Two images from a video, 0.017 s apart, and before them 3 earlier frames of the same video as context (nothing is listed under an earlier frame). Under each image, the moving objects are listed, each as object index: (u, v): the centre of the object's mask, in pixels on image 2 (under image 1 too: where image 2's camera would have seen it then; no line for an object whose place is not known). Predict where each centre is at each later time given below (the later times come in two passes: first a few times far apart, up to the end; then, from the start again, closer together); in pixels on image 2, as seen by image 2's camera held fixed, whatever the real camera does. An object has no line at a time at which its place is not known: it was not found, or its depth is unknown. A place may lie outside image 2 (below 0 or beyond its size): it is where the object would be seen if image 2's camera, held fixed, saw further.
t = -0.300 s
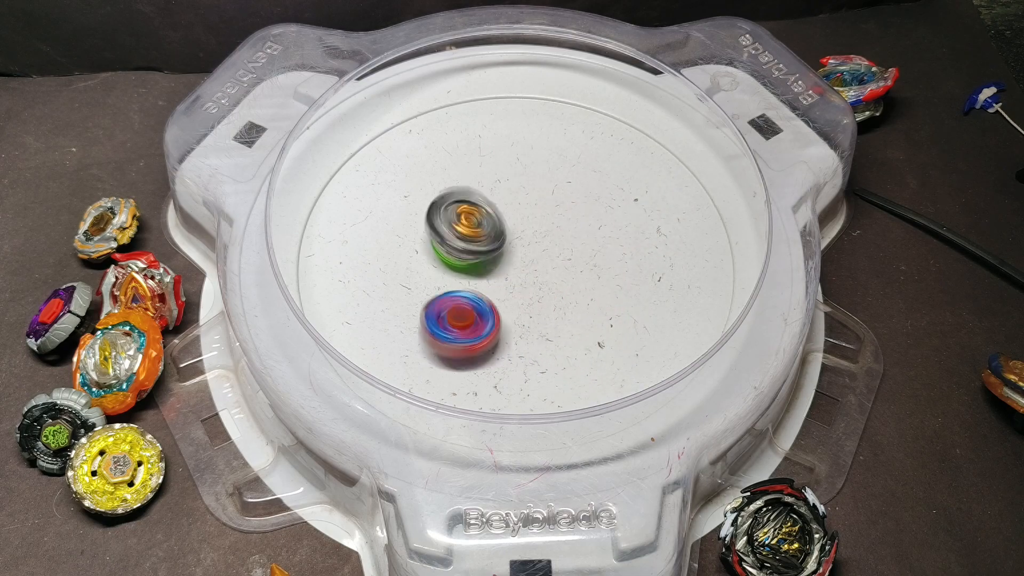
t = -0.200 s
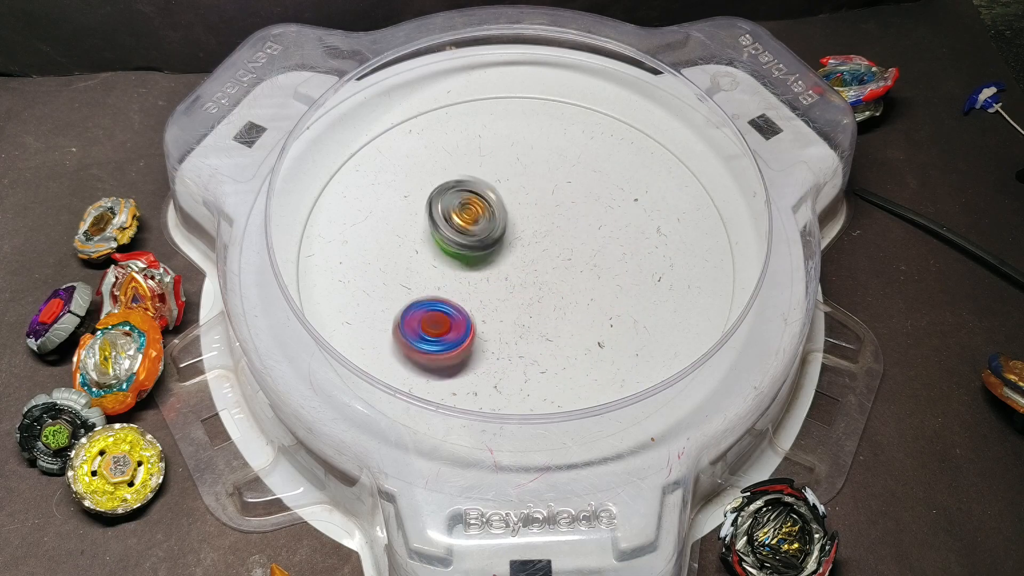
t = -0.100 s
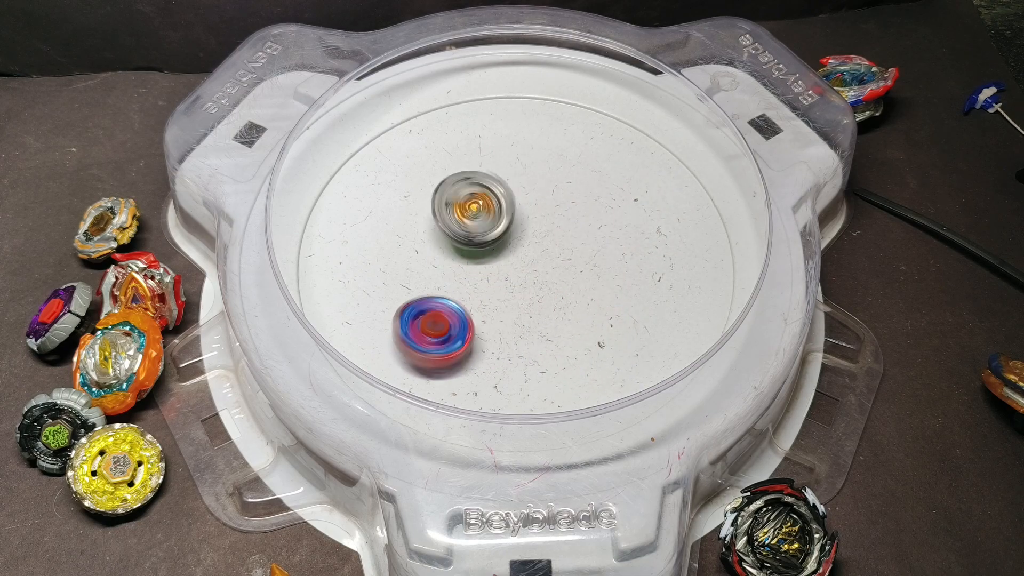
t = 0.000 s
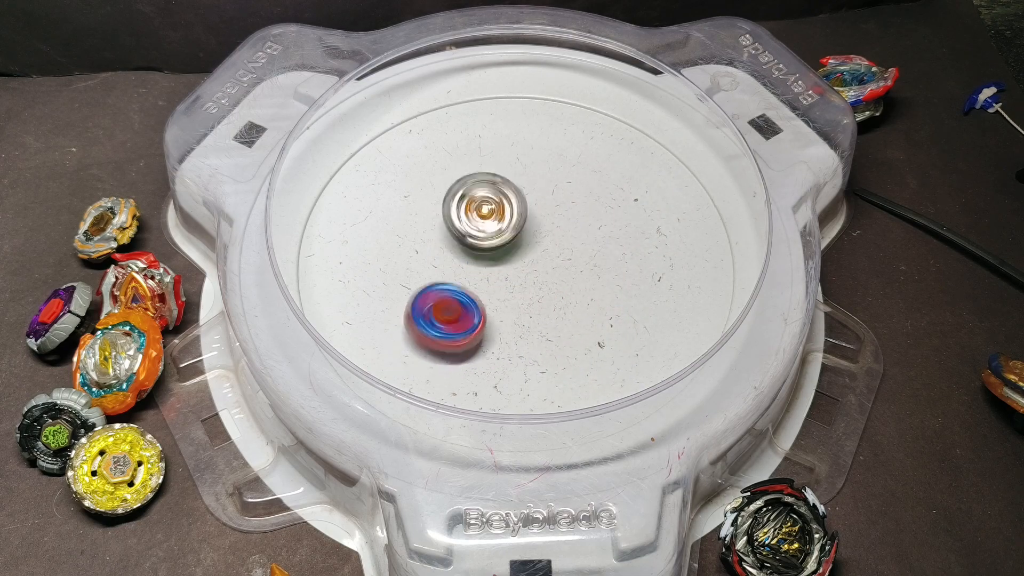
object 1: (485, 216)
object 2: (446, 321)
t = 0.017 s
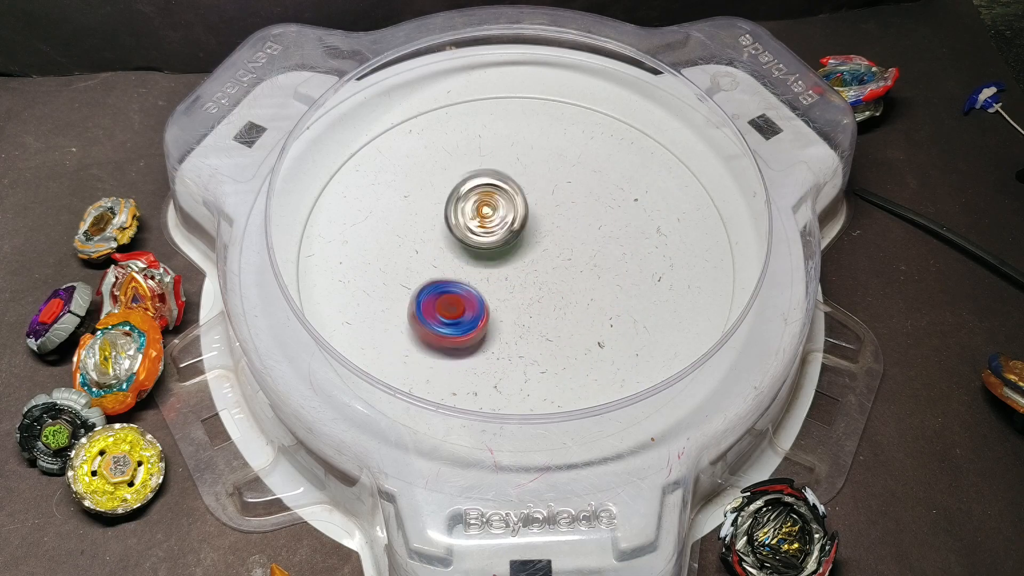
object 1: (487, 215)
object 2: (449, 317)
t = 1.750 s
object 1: (512, 246)
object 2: (563, 322)
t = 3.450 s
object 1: (446, 189)
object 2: (546, 271)
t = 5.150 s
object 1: (447, 188)
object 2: (547, 235)
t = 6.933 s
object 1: (443, 191)
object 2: (514, 240)
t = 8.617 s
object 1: (443, 193)
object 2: (540, 250)
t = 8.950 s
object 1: (442, 192)
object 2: (497, 250)
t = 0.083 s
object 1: (496, 220)
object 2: (458, 298)
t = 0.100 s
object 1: (497, 222)
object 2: (460, 294)
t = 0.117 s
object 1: (501, 224)
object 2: (461, 289)
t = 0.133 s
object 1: (507, 220)
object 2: (457, 289)
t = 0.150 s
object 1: (516, 218)
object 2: (454, 289)
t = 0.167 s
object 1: (520, 216)
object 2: (452, 287)
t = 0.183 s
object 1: (526, 216)
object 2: (451, 284)
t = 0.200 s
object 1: (528, 217)
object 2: (450, 281)
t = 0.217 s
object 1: (535, 216)
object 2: (448, 277)
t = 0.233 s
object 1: (540, 219)
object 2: (447, 273)
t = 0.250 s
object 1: (546, 220)
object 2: (445, 269)
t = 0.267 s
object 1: (548, 224)
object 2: (444, 265)
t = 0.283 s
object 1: (555, 224)
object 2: (443, 262)
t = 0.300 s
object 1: (560, 226)
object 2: (441, 258)
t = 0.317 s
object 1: (564, 229)
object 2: (439, 255)
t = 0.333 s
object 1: (564, 233)
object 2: (438, 251)
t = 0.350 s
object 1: (570, 234)
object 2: (436, 248)
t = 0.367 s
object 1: (575, 236)
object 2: (434, 245)
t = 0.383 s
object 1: (579, 241)
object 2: (432, 242)
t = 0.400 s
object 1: (578, 245)
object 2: (431, 240)
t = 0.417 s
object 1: (582, 248)
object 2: (430, 238)
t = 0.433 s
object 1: (586, 252)
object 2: (430, 237)
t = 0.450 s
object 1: (590, 255)
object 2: (429, 236)
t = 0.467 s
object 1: (590, 260)
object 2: (430, 235)
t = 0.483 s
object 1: (589, 263)
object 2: (430, 234)
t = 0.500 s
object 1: (591, 267)
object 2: (431, 233)
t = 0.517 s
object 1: (592, 269)
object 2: (432, 233)
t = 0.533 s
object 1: (593, 274)
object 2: (434, 231)
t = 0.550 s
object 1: (589, 278)
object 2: (435, 232)
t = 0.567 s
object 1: (589, 280)
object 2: (437, 232)
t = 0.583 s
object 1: (585, 284)
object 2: (440, 232)
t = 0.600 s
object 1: (585, 286)
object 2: (442, 232)
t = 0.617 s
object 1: (579, 291)
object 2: (445, 232)
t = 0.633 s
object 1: (578, 292)
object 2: (449, 233)
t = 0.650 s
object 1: (574, 295)
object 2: (454, 232)
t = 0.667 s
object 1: (571, 297)
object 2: (457, 233)
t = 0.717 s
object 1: (558, 302)
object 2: (472, 231)
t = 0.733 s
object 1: (551, 305)
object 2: (477, 230)
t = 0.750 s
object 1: (549, 306)
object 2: (483, 229)
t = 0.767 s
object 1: (542, 307)
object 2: (487, 228)
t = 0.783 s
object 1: (539, 306)
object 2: (492, 227)
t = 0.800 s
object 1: (533, 307)
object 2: (497, 225)
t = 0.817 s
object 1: (527, 307)
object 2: (502, 223)
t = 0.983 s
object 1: (473, 286)
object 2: (542, 203)
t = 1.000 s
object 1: (466, 283)
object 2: (544, 201)
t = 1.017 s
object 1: (465, 279)
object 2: (546, 199)
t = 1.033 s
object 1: (461, 276)
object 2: (547, 198)
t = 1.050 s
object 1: (457, 271)
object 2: (549, 196)
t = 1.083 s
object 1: (453, 263)
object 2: (551, 194)
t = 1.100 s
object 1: (453, 258)
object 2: (551, 194)
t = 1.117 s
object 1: (450, 255)
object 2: (552, 194)
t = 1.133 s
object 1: (451, 250)
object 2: (552, 194)
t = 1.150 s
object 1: (451, 247)
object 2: (552, 194)
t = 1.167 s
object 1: (448, 240)
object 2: (553, 195)
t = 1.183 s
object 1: (450, 236)
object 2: (553, 195)
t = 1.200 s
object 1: (450, 234)
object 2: (553, 197)
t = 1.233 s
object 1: (454, 225)
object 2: (552, 198)
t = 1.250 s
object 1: (453, 220)
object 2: (550, 200)
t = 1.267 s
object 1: (458, 217)
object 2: (550, 203)
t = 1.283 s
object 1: (460, 217)
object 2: (549, 205)
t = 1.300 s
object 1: (464, 214)
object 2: (548, 208)
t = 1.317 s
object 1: (467, 212)
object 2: (547, 211)
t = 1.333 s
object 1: (468, 208)
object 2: (546, 214)
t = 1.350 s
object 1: (470, 202)
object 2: (548, 219)
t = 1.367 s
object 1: (470, 201)
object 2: (550, 224)
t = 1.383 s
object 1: (470, 198)
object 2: (551, 228)
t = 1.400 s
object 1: (473, 198)
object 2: (551, 233)
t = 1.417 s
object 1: (471, 197)
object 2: (550, 237)
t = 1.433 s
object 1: (472, 195)
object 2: (551, 243)
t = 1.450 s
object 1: (473, 194)
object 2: (551, 247)
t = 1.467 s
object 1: (474, 194)
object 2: (551, 252)
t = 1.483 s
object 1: (477, 194)
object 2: (551, 256)
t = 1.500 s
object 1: (479, 198)
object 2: (551, 261)
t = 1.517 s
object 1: (478, 199)
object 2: (552, 265)
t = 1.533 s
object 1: (480, 201)
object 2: (553, 269)
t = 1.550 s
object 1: (481, 203)
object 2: (553, 274)
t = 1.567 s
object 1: (486, 203)
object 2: (553, 278)
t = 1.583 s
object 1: (491, 206)
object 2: (554, 282)
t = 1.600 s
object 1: (491, 209)
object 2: (555, 287)
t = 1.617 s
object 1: (492, 212)
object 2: (555, 291)
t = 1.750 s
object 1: (512, 246)
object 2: (563, 322)
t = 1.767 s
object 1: (515, 249)
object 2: (565, 325)
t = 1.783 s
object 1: (514, 256)
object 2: (567, 327)
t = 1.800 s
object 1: (513, 261)
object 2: (568, 330)
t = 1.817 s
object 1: (517, 263)
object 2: (570, 330)
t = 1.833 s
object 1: (517, 269)
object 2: (572, 331)
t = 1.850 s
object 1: (516, 273)
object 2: (573, 331)
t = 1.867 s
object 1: (517, 275)
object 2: (574, 332)
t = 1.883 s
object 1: (515, 279)
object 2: (574, 330)
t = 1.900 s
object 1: (513, 283)
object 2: (576, 331)
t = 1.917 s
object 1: (513, 285)
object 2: (577, 332)
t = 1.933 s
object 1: (512, 287)
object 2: (578, 333)
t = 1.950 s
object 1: (508, 290)
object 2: (578, 333)
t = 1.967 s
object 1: (509, 290)
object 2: (579, 332)
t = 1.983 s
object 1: (508, 291)
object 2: (578, 331)
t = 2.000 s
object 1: (504, 292)
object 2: (577, 330)
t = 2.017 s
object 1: (503, 290)
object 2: (576, 329)
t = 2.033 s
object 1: (503, 290)
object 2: (574, 327)
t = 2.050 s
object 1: (499, 290)
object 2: (573, 325)
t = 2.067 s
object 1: (494, 286)
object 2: (574, 326)
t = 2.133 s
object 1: (461, 266)
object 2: (581, 333)
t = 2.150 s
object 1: (453, 261)
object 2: (582, 332)
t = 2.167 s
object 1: (447, 258)
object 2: (582, 333)
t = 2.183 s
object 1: (440, 255)
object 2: (582, 332)
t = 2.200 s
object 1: (432, 251)
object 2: (581, 331)
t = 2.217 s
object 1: (424, 247)
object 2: (581, 330)
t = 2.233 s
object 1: (419, 244)
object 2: (580, 328)
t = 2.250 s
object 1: (415, 242)
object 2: (577, 327)
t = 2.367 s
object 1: (396, 236)
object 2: (557, 310)
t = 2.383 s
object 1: (395, 236)
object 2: (553, 307)
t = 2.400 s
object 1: (395, 235)
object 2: (549, 305)
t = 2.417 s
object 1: (395, 235)
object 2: (545, 303)
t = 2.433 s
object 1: (395, 233)
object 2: (542, 300)
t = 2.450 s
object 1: (396, 233)
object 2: (539, 298)
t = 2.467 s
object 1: (397, 232)
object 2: (535, 294)
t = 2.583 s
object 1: (414, 233)
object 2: (512, 271)
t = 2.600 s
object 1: (420, 229)
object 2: (510, 268)
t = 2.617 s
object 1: (427, 229)
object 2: (507, 266)
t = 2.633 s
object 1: (432, 228)
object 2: (506, 263)
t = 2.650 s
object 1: (436, 223)
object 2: (509, 265)
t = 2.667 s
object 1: (440, 222)
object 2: (510, 264)
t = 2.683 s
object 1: (443, 219)
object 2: (511, 261)
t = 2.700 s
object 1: (444, 214)
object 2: (512, 261)
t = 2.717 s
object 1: (445, 210)
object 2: (514, 258)
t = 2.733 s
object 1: (445, 206)
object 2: (516, 255)
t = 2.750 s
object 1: (445, 203)
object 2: (517, 252)
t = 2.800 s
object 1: (442, 191)
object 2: (520, 244)
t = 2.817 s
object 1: (441, 189)
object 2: (521, 241)
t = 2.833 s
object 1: (441, 187)
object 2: (521, 239)
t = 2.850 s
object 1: (440, 187)
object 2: (521, 237)
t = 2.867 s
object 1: (439, 186)
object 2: (520, 234)
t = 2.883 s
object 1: (439, 187)
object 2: (519, 232)
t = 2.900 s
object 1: (438, 187)
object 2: (519, 230)
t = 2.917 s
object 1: (437, 188)
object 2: (518, 229)
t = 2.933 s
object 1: (435, 188)
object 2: (517, 228)
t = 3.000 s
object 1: (426, 188)
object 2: (514, 224)
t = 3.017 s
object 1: (425, 187)
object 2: (513, 224)
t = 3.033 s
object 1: (426, 188)
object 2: (512, 223)
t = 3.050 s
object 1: (427, 189)
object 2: (511, 221)
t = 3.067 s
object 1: (430, 190)
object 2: (510, 224)
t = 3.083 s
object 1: (433, 191)
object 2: (509, 224)
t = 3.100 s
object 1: (435, 191)
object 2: (509, 226)
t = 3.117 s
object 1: (437, 191)
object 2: (511, 228)
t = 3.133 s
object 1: (438, 190)
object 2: (512, 231)
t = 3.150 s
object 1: (441, 190)
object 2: (513, 232)
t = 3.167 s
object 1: (443, 189)
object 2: (514, 234)
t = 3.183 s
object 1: (445, 189)
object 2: (516, 236)
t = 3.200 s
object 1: (447, 188)
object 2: (518, 239)
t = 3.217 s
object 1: (448, 186)
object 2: (520, 241)
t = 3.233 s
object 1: (449, 185)
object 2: (522, 243)
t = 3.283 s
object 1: (450, 182)
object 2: (527, 249)
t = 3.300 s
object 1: (450, 182)
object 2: (529, 252)
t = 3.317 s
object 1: (450, 181)
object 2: (532, 254)
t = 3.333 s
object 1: (450, 182)
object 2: (533, 257)
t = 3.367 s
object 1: (450, 183)
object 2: (536, 260)
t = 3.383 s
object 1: (450, 184)
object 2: (538, 262)
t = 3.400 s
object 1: (449, 185)
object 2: (541, 265)
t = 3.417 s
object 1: (449, 187)
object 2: (543, 267)
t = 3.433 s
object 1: (447, 188)
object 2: (544, 269)
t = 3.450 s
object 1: (446, 189)
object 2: (546, 271)
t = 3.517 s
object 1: (438, 191)
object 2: (554, 278)
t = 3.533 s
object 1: (437, 191)
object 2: (556, 280)
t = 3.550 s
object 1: (436, 191)
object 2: (558, 281)
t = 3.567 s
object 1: (436, 191)
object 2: (559, 282)
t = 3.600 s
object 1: (438, 191)
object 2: (562, 285)
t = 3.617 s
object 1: (440, 191)
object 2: (563, 283)
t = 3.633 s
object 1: (441, 191)
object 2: (564, 285)
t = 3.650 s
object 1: (443, 190)
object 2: (566, 286)
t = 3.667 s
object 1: (445, 189)
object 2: (566, 286)
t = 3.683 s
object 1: (447, 188)
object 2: (567, 286)
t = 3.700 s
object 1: (448, 186)
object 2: (567, 287)
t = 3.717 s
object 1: (450, 186)
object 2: (567, 284)
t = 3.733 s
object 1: (450, 185)
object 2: (567, 284)
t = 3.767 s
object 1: (451, 183)
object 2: (566, 285)
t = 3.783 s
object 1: (451, 183)
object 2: (565, 285)
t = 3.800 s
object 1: (451, 182)
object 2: (564, 285)
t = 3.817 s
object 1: (451, 183)
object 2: (562, 281)
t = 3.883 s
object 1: (450, 186)
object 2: (556, 281)
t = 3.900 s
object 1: (449, 187)
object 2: (554, 280)
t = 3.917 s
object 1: (448, 187)
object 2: (551, 277)
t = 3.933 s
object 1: (446, 189)
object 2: (548, 277)
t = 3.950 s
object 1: (444, 190)
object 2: (544, 278)
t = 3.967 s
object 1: (442, 191)
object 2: (541, 277)
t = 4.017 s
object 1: (438, 191)
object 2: (532, 274)
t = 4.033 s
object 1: (437, 191)
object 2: (528, 273)
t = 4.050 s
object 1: (437, 191)
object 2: (525, 275)
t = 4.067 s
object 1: (437, 191)
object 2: (521, 272)
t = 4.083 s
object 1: (438, 191)
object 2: (519, 271)
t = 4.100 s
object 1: (439, 191)
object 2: (517, 272)
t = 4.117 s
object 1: (441, 191)
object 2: (513, 271)
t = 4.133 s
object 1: (443, 190)
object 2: (509, 271)
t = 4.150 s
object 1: (445, 189)
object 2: (506, 271)
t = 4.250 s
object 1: (451, 184)
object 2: (488, 270)
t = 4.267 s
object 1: (451, 183)
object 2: (484, 269)
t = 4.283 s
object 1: (451, 183)
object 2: (482, 269)
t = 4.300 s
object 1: (451, 183)
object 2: (480, 272)
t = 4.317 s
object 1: (451, 183)
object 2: (477, 270)
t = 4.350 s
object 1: (450, 184)
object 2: (472, 270)
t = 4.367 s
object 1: (450, 185)
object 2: (471, 273)
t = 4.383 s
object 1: (449, 186)
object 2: (469, 272)
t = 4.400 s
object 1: (448, 188)
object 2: (468, 273)
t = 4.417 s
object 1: (447, 189)
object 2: (466, 274)
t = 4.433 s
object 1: (445, 190)
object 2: (466, 274)
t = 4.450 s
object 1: (443, 190)
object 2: (464, 272)
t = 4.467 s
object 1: (442, 191)
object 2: (465, 274)
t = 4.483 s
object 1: (440, 191)
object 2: (464, 275)
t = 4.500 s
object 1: (439, 191)
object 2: (464, 275)
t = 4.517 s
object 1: (438, 191)
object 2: (465, 275)
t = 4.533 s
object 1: (438, 191)
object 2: (465, 276)
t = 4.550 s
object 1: (438, 191)
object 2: (466, 273)
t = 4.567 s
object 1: (439, 191)
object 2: (467, 274)
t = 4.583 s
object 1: (440, 191)
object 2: (469, 275)
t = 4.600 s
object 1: (441, 191)
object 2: (470, 275)
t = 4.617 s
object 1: (443, 190)
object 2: (472, 275)
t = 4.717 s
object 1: (450, 185)
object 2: (484, 273)
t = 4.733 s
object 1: (450, 184)
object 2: (486, 272)
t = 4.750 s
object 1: (451, 183)
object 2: (489, 272)
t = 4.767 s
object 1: (451, 183)
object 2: (493, 271)
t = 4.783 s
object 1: (451, 183)
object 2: (496, 269)
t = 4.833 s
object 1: (450, 185)
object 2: (504, 266)
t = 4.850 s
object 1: (450, 185)
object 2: (506, 265)
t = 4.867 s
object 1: (449, 186)
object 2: (509, 264)
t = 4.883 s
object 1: (449, 187)
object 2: (513, 262)
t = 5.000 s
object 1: (439, 191)
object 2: (531, 250)
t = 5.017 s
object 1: (439, 191)
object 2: (533, 250)
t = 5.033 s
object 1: (439, 191)
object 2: (536, 248)
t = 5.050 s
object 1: (439, 191)
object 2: (537, 247)
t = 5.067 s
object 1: (440, 191)
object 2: (539, 245)
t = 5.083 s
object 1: (441, 191)
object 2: (541, 243)
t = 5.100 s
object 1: (443, 191)
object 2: (543, 240)
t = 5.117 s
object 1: (444, 190)
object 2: (545, 239)
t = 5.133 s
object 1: (446, 189)
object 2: (546, 237)
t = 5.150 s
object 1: (447, 188)
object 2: (547, 235)
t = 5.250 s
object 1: (451, 183)
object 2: (546, 226)
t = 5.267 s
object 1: (451, 183)
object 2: (545, 225)
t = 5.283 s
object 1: (451, 183)
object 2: (543, 225)
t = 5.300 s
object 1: (451, 184)
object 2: (542, 225)
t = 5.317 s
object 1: (450, 185)
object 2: (540, 225)
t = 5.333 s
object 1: (450, 186)
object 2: (538, 225)
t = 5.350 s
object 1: (450, 187)
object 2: (538, 225)
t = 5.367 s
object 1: (449, 188)
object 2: (537, 226)
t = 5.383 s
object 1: (448, 188)
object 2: (536, 226)
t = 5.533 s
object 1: (440, 191)
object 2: (518, 235)
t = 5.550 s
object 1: (440, 191)
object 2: (516, 235)
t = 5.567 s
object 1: (441, 191)
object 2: (516, 239)
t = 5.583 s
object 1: (443, 190)
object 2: (514, 241)
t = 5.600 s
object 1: (444, 190)
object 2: (511, 243)
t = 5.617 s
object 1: (446, 189)
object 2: (510, 246)
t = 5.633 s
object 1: (447, 189)
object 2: (507, 248)
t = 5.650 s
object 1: (448, 187)
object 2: (506, 250)
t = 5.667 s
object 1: (449, 187)
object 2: (503, 248)
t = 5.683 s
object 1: (450, 185)
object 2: (503, 250)
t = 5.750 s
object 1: (451, 184)
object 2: (497, 263)
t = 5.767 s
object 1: (451, 184)
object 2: (496, 266)
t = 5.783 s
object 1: (451, 185)
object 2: (494, 265)
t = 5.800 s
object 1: (451, 185)
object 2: (494, 270)
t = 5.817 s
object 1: (450, 186)
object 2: (494, 272)
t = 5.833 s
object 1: (450, 186)
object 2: (493, 274)
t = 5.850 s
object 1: (449, 187)
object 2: (492, 277)
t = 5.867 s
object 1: (448, 188)
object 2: (491, 280)
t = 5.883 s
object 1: (447, 188)
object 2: (491, 282)
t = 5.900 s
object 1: (446, 190)
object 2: (490, 282)
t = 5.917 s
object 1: (444, 190)
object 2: (491, 284)
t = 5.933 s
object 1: (443, 191)
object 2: (492, 289)
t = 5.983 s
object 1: (440, 191)
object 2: (495, 295)
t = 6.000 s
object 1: (440, 192)
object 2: (497, 297)
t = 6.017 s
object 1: (440, 192)
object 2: (499, 296)
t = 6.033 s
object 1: (440, 191)
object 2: (501, 298)
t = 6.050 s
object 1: (441, 191)
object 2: (504, 300)
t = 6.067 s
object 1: (442, 191)
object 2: (506, 300)
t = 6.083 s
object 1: (444, 190)
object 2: (508, 300)
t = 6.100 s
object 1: (445, 189)
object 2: (511, 300)
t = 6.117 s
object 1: (446, 189)
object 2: (513, 300)
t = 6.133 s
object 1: (448, 188)
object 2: (515, 297)
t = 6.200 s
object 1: (450, 185)
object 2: (524, 292)
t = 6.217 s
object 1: (451, 185)
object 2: (526, 291)
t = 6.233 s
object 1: (451, 185)
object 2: (527, 290)
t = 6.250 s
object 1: (451, 185)
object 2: (528, 287)
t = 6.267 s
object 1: (451, 185)
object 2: (529, 284)
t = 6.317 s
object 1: (450, 186)
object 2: (532, 276)
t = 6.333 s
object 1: (449, 187)
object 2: (533, 276)
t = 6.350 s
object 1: (449, 188)
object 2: (534, 274)
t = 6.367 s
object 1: (447, 188)
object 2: (534, 273)
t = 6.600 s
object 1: (447, 189)
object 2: (536, 240)
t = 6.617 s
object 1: (448, 188)
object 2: (535, 237)
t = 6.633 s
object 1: (449, 188)
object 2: (534, 234)
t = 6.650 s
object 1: (450, 187)
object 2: (533, 235)
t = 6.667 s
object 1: (450, 186)
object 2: (532, 233)
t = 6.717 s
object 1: (451, 185)
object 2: (528, 228)
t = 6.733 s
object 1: (451, 185)
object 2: (526, 227)
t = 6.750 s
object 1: (451, 185)
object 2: (523, 223)
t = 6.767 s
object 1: (450, 186)
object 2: (521, 225)
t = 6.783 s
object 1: (450, 186)
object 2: (519, 225)
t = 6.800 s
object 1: (450, 186)
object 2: (517, 225)
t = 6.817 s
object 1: (448, 187)
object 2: (517, 227)
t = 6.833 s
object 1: (448, 187)
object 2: (516, 228)
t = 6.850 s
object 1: (448, 188)
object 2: (516, 230)
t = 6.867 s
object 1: (447, 188)
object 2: (515, 230)
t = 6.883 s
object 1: (446, 189)
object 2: (514, 230)
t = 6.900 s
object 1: (445, 189)
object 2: (514, 233)
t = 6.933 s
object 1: (443, 191)
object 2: (514, 240)
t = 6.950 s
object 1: (442, 192)
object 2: (514, 242)
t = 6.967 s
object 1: (441, 192)
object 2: (514, 244)
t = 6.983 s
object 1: (441, 193)
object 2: (514, 247)
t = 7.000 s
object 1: (440, 193)
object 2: (514, 247)
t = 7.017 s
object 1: (439, 194)
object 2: (513, 248)
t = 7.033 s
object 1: (439, 194)
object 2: (514, 250)
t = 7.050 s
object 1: (439, 194)
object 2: (515, 254)
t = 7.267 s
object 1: (446, 189)
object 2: (513, 283)
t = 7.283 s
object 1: (446, 189)
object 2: (513, 282)
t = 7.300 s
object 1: (446, 189)
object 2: (513, 287)
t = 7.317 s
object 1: (446, 189)
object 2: (514, 288)
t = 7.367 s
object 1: (445, 190)
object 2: (515, 293)
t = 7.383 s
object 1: (445, 191)
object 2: (515, 295)
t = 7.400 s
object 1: (444, 192)
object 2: (515, 296)
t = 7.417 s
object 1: (444, 192)
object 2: (515, 294)
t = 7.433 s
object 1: (443, 193)
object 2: (516, 295)
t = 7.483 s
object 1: (441, 193)
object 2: (518, 296)
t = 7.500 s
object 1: (440, 194)
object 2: (519, 299)
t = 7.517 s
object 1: (440, 194)
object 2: (518, 298)
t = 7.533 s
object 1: (440, 194)
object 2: (518, 297)
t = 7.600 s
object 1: (441, 193)
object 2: (520, 298)
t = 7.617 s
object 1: (442, 192)
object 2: (520, 297)
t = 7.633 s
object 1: (443, 192)
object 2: (520, 296)
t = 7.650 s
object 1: (443, 192)
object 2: (520, 293)
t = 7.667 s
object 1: (444, 191)
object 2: (522, 293)
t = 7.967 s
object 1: (441, 193)
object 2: (536, 271)
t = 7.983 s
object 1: (441, 193)
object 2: (538, 266)
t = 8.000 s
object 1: (441, 194)
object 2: (540, 266)
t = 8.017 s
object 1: (441, 194)
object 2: (541, 267)
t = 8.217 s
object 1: (445, 190)
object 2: (554, 257)
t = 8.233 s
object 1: (445, 189)
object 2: (554, 255)
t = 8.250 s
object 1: (446, 190)
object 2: (556, 256)
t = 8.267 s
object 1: (446, 190)
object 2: (557, 255)
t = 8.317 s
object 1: (445, 190)
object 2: (558, 253)
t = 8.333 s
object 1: (445, 190)
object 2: (558, 252)
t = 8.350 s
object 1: (445, 191)
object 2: (559, 252)
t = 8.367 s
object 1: (444, 192)
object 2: (558, 250)
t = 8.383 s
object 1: (444, 192)
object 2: (558, 250)
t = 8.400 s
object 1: (443, 193)
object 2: (557, 250)
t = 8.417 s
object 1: (443, 193)
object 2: (556, 248)
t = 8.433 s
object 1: (442, 193)
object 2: (556, 248)
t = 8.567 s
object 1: (442, 193)
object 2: (545, 249)
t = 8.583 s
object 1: (442, 193)
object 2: (544, 250)
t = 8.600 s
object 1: (442, 193)
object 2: (542, 247)
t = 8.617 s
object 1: (443, 193)
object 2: (540, 250)
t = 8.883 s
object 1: (444, 192)
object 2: (503, 247)
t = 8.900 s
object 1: (444, 191)
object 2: (501, 246)
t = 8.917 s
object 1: (443, 192)
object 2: (500, 246)
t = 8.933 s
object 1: (443, 192)
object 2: (499, 247)
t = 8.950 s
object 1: (442, 192)
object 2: (497, 250)
